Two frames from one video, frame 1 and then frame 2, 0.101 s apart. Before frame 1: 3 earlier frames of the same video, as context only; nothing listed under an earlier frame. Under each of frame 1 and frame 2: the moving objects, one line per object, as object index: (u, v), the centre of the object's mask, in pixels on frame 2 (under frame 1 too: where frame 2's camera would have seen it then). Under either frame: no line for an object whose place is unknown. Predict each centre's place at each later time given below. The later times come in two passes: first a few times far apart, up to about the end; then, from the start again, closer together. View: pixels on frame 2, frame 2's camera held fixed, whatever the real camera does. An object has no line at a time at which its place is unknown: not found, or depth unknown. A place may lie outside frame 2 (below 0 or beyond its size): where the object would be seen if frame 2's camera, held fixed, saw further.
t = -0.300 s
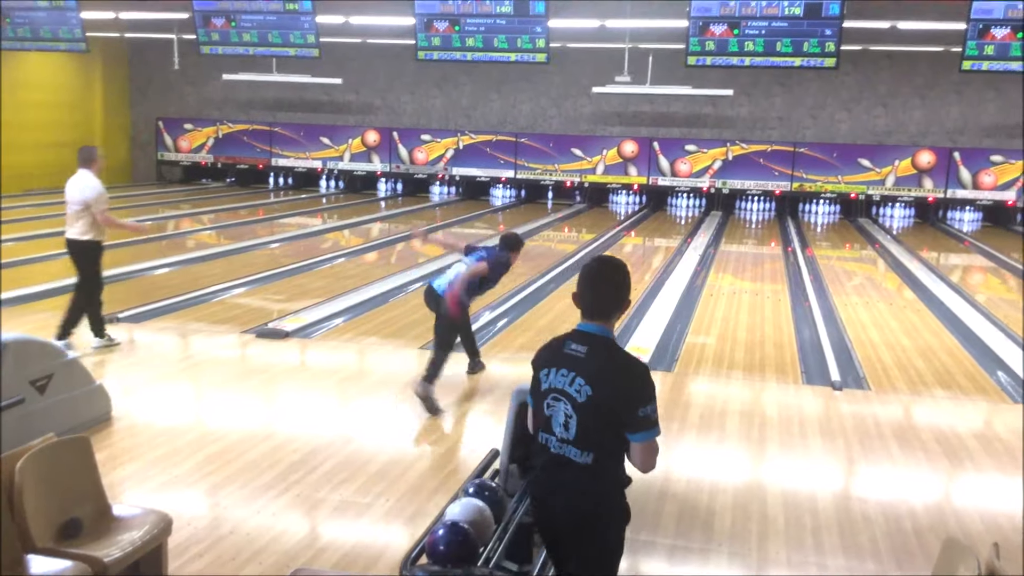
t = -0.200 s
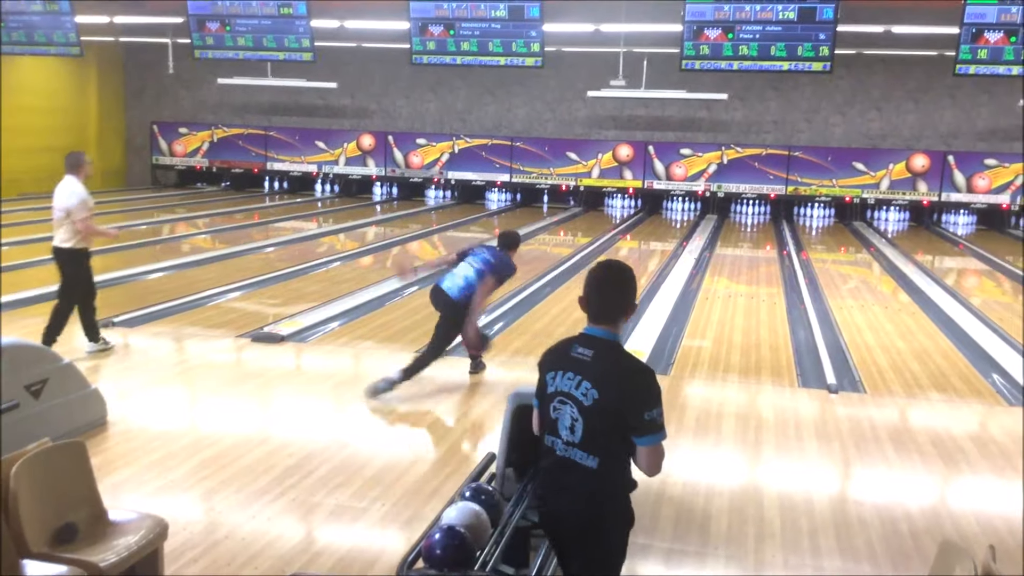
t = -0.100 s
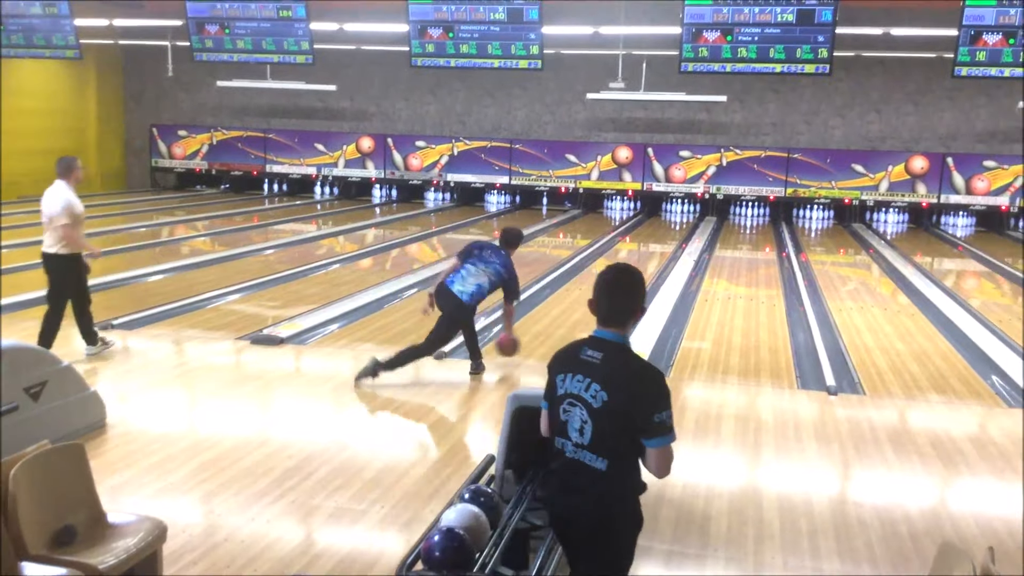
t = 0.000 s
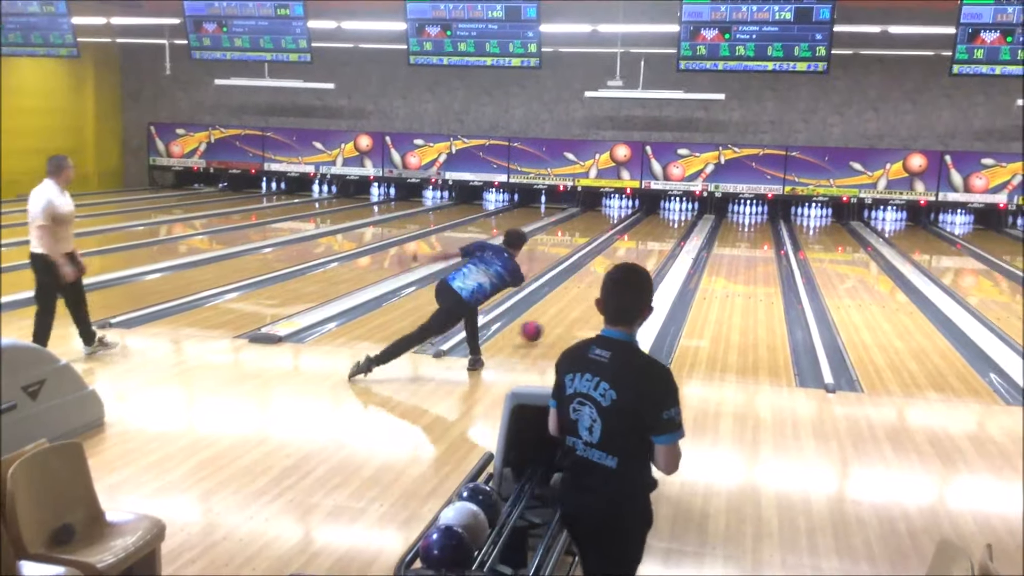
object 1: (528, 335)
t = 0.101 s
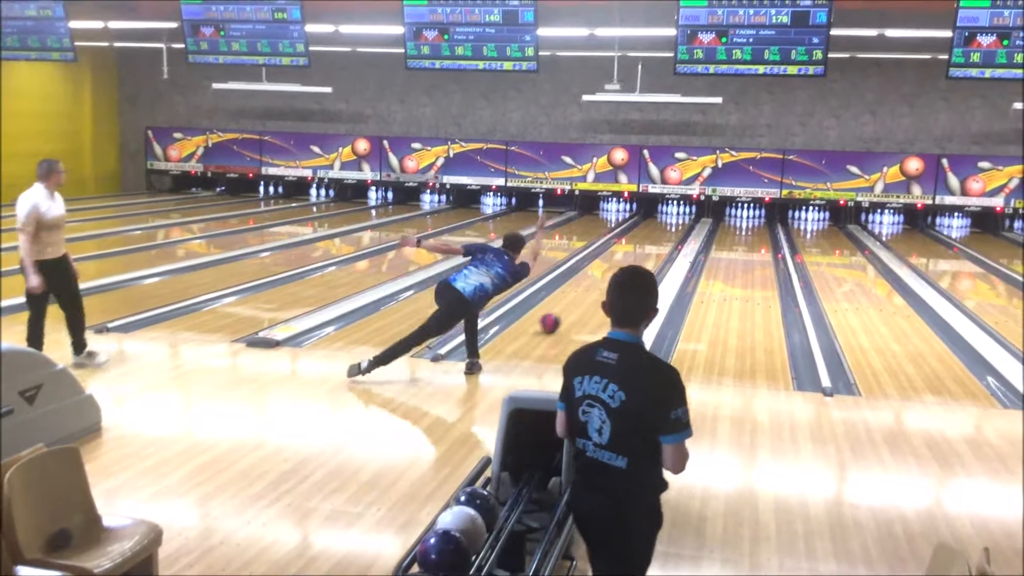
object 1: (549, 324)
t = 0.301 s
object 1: (582, 299)
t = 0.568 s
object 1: (613, 275)
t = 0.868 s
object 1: (640, 256)
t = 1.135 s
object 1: (657, 244)
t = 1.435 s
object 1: (671, 231)
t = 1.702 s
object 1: (677, 224)
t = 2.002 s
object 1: (679, 217)
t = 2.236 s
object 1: (677, 212)
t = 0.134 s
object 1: (555, 319)
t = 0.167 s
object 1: (562, 314)
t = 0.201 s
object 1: (567, 310)
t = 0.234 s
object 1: (572, 306)
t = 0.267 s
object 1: (578, 302)
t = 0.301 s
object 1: (582, 299)
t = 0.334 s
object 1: (587, 295)
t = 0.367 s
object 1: (591, 292)
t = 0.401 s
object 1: (595, 289)
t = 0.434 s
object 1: (600, 286)
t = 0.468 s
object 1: (604, 282)
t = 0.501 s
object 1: (606, 279)
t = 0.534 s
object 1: (610, 277)
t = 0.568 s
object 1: (613, 275)
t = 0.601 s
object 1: (617, 273)
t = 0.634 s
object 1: (621, 270)
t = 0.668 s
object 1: (624, 268)
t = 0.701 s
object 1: (627, 266)
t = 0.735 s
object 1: (629, 264)
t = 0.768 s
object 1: (632, 262)
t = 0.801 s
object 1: (635, 260)
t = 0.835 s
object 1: (638, 258)
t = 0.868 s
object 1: (640, 256)
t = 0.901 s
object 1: (642, 254)
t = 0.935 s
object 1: (644, 253)
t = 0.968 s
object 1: (646, 250)
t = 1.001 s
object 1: (649, 249)
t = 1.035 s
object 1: (652, 248)
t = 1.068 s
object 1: (653, 246)
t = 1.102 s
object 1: (655, 245)
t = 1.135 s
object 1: (657, 244)
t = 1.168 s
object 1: (659, 241)
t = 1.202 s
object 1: (660, 240)
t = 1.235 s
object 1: (662, 237)
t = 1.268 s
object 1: (664, 237)
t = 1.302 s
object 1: (666, 235)
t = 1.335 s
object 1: (667, 235)
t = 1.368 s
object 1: (668, 233)
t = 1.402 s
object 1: (670, 232)
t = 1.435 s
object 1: (671, 231)
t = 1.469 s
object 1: (672, 230)
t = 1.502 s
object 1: (673, 229)
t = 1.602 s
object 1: (675, 226)
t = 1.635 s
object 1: (676, 225)
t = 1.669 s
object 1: (677, 224)
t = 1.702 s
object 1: (677, 224)
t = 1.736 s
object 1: (677, 223)
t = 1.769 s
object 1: (678, 222)
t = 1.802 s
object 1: (680, 221)
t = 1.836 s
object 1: (681, 219)
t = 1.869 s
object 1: (681, 219)
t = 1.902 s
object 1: (681, 218)
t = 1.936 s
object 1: (682, 218)
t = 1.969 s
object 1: (681, 217)
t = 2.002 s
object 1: (679, 217)
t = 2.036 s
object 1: (679, 216)
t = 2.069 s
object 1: (679, 215)
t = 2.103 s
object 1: (678, 215)
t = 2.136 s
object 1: (677, 214)
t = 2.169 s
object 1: (677, 213)
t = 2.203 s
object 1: (679, 212)
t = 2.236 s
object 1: (677, 212)
